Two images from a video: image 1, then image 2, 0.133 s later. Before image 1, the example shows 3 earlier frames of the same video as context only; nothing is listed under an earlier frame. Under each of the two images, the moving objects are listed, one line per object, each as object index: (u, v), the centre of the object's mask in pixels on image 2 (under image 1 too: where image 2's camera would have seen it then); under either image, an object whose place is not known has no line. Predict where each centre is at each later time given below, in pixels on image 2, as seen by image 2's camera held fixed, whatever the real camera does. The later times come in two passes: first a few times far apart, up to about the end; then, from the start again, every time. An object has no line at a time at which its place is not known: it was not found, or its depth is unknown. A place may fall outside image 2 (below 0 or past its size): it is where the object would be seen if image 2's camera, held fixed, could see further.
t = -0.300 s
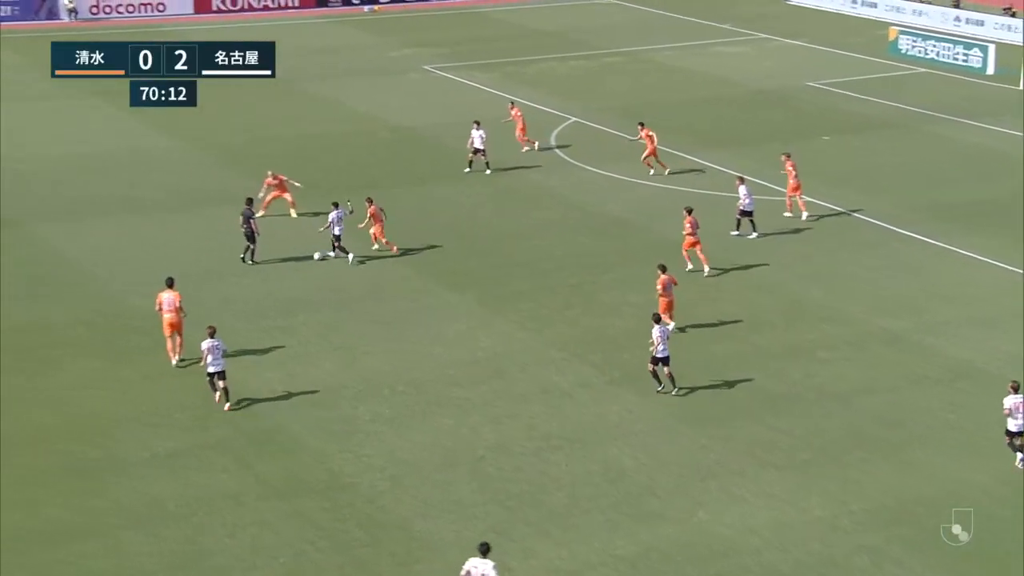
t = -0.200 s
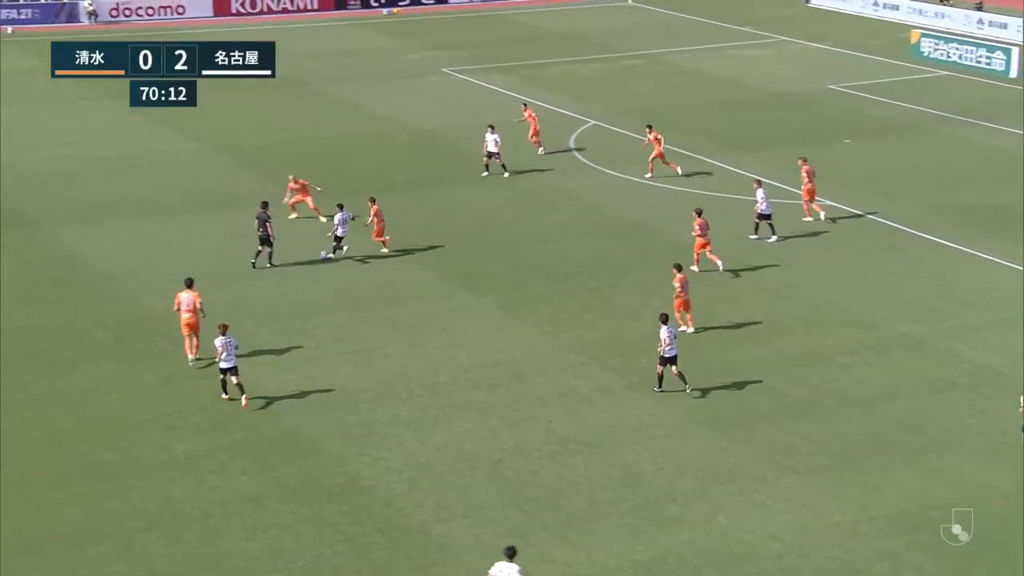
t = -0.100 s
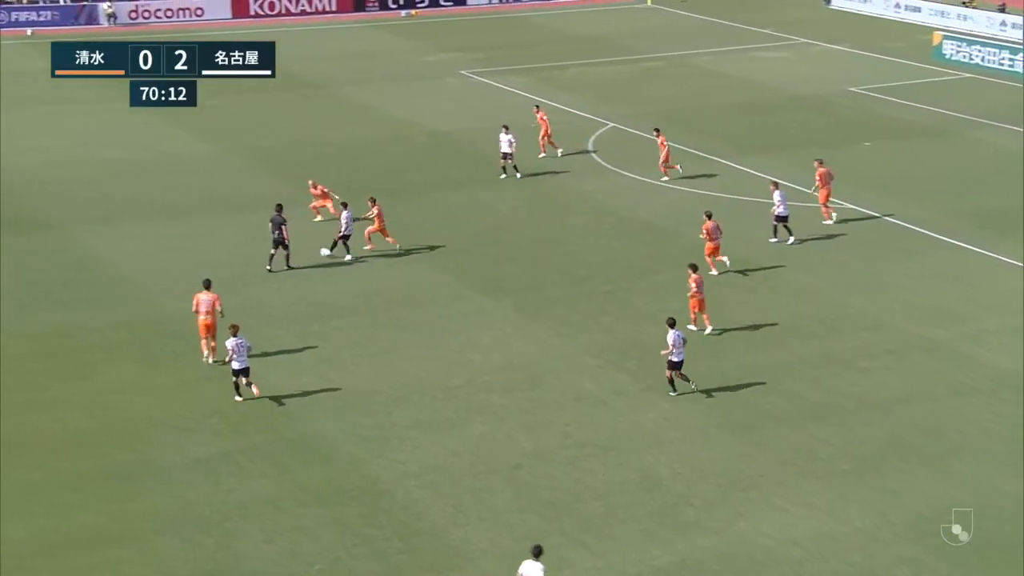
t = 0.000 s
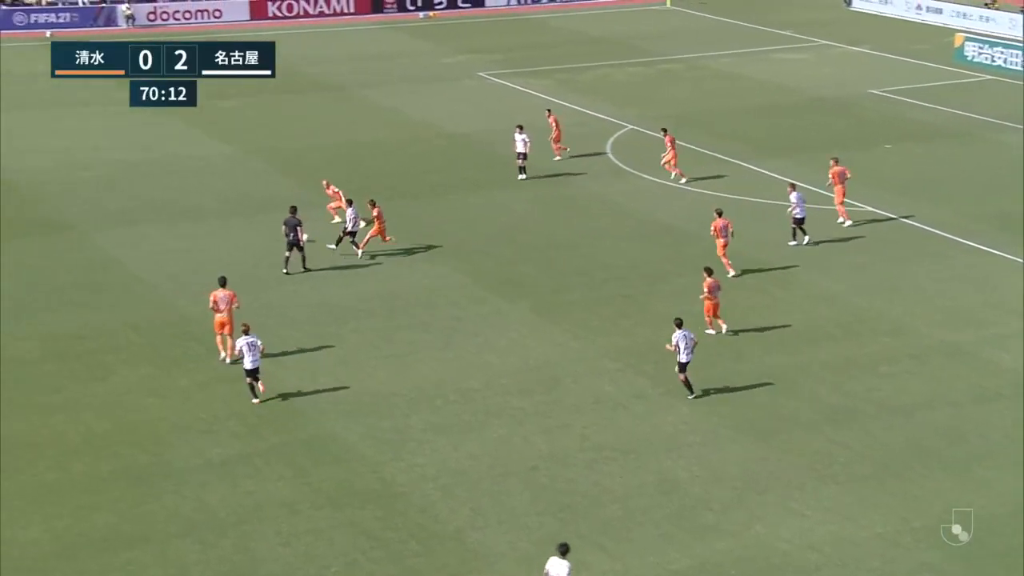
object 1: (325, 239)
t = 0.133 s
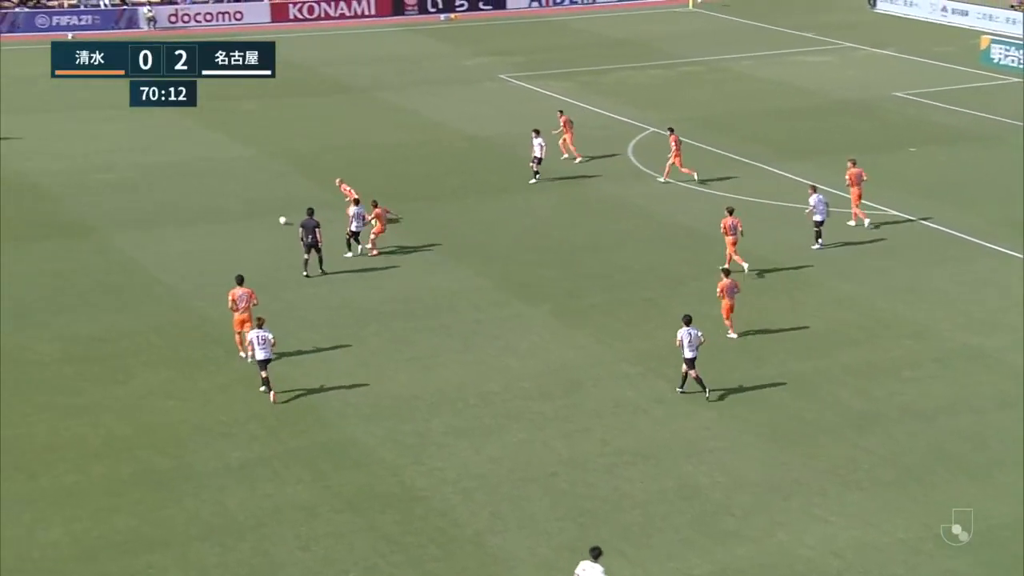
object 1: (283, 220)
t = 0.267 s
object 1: (248, 203)
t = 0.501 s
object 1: (202, 179)
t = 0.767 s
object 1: (162, 156)
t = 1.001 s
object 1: (136, 141)
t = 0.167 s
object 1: (273, 214)
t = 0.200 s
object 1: (265, 210)
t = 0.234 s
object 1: (256, 207)
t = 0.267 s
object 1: (248, 203)
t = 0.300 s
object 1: (240, 199)
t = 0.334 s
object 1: (233, 194)
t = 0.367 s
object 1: (226, 190)
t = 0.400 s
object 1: (219, 187)
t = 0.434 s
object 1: (213, 184)
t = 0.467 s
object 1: (207, 182)
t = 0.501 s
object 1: (202, 179)
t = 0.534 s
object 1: (196, 175)
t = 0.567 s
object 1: (191, 172)
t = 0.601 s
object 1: (186, 169)
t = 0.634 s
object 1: (180, 166)
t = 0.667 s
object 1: (175, 164)
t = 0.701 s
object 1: (171, 162)
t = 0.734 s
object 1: (166, 159)
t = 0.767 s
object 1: (162, 156)
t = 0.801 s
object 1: (158, 153)
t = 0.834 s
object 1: (154, 152)
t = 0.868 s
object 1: (150, 150)
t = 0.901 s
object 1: (146, 148)
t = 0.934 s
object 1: (143, 145)
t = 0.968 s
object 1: (139, 142)
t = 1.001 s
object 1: (136, 141)
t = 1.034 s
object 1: (133, 139)
